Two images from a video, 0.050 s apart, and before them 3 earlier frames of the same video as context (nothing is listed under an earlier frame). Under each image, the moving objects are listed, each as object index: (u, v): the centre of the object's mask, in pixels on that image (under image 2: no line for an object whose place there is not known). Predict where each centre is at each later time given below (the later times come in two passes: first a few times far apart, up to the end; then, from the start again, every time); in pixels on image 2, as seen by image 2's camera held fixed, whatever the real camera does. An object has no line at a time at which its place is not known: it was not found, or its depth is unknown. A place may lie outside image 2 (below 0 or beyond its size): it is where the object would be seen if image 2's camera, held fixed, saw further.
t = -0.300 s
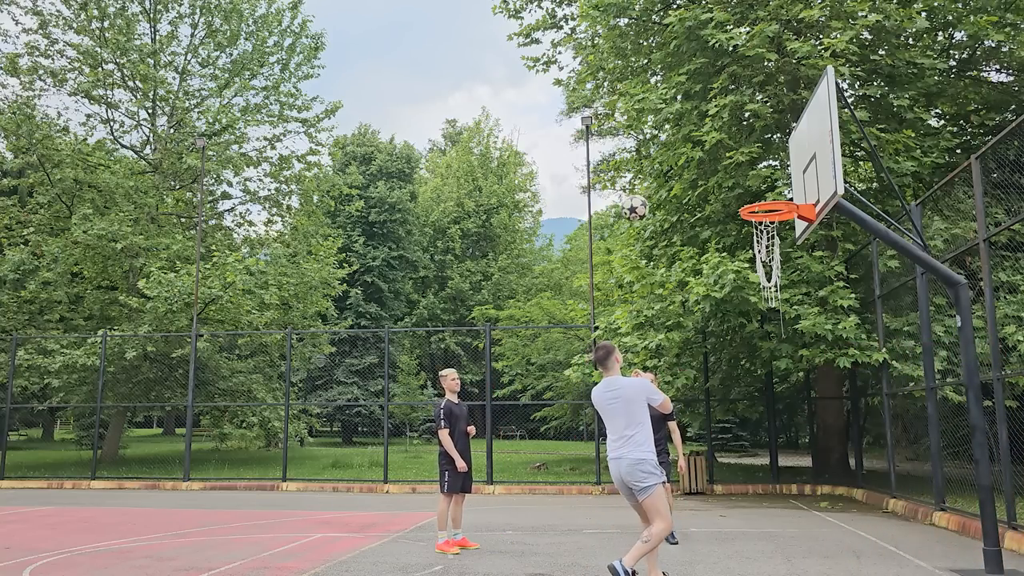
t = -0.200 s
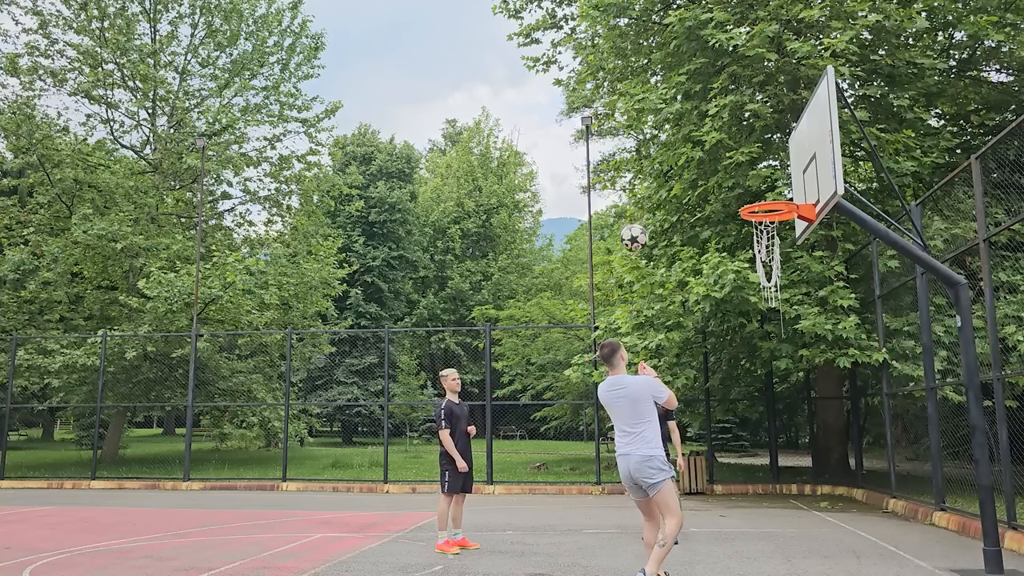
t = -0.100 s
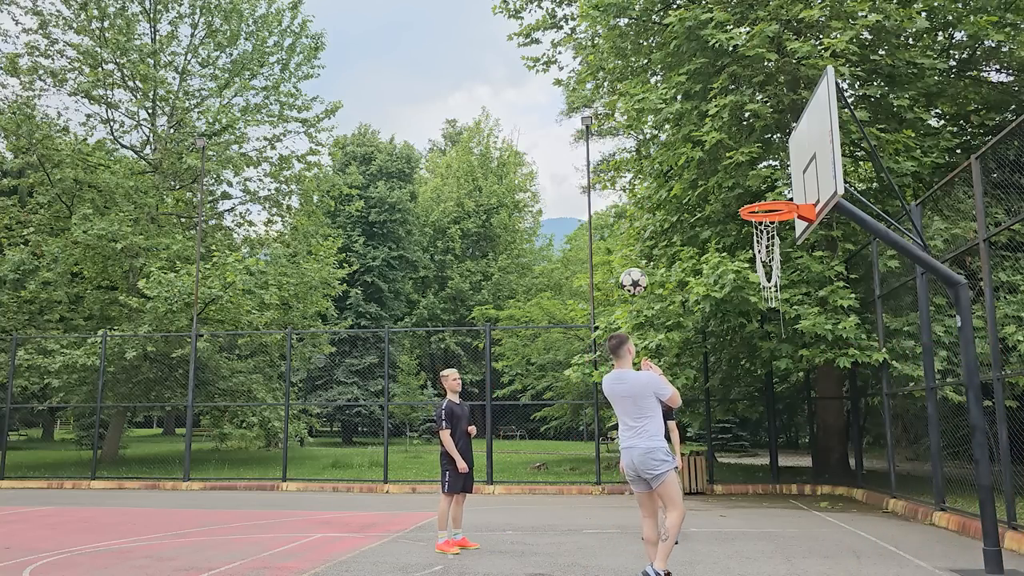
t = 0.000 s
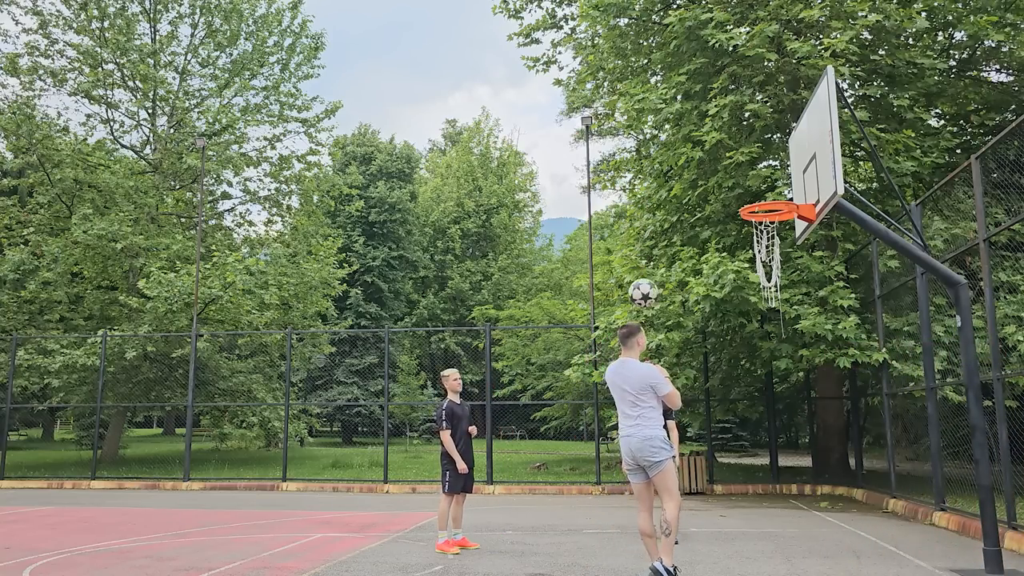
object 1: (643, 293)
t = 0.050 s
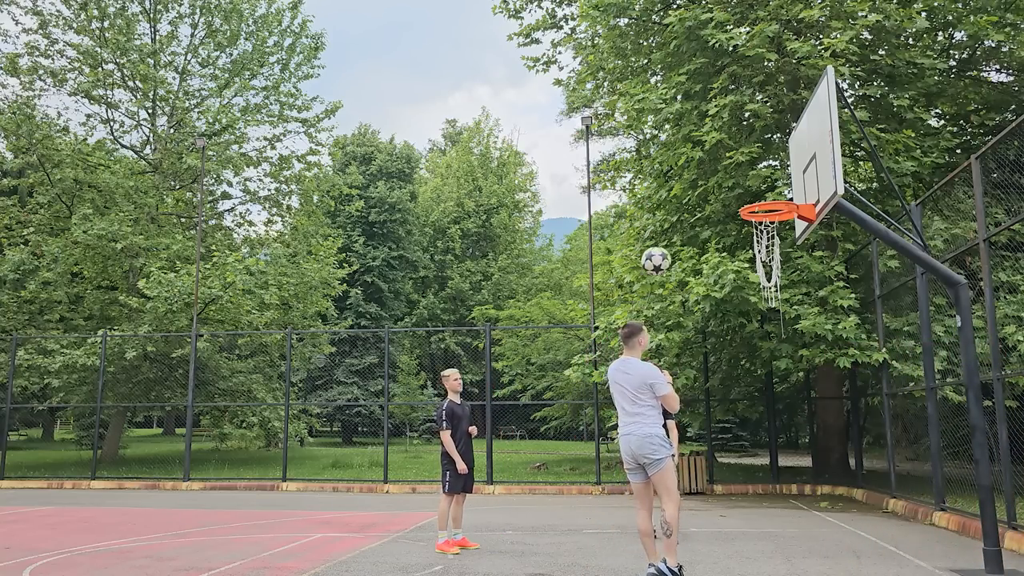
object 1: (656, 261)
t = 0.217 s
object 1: (699, 179)
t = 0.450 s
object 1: (761, 125)
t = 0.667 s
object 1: (823, 135)
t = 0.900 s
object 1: (898, 214)
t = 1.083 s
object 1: (964, 331)
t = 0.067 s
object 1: (660, 251)
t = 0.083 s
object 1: (664, 242)
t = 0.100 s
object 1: (669, 232)
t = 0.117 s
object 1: (673, 223)
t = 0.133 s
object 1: (677, 215)
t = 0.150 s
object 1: (682, 208)
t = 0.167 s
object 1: (686, 200)
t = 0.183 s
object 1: (690, 192)
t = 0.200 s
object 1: (694, 186)
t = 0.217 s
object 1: (699, 179)
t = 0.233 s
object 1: (704, 173)
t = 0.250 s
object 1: (707, 167)
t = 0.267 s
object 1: (712, 162)
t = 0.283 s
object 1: (716, 157)
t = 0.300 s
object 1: (720, 152)
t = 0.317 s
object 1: (725, 148)
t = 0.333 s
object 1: (729, 143)
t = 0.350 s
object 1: (734, 140)
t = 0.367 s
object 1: (738, 136)
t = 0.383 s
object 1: (743, 133)
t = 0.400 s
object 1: (747, 131)
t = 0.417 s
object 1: (752, 128)
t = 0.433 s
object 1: (756, 127)
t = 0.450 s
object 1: (761, 125)
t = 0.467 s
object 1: (765, 123)
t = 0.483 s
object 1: (770, 123)
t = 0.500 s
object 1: (775, 122)
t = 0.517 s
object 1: (780, 122)
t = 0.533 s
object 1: (784, 122)
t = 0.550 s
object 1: (789, 122)
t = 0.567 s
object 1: (793, 123)
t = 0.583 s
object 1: (798, 124)
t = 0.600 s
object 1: (803, 126)
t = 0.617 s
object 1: (808, 128)
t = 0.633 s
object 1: (813, 130)
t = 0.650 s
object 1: (818, 133)
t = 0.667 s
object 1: (823, 135)
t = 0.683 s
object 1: (829, 139)
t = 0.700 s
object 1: (833, 142)
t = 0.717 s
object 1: (839, 146)
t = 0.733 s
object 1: (844, 150)
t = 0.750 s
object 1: (850, 155)
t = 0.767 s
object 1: (855, 159)
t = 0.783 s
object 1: (859, 165)
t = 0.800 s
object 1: (865, 171)
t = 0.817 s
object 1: (870, 177)
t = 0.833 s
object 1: (876, 184)
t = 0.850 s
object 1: (881, 191)
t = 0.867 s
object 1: (886, 198)
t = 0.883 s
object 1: (892, 206)
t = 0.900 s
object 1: (898, 214)
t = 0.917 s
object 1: (904, 222)
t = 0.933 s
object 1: (909, 231)
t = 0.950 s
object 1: (915, 241)
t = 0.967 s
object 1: (921, 251)
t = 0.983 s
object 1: (927, 261)
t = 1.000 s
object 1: (933, 272)
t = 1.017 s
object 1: (939, 282)
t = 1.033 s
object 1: (945, 294)
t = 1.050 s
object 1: (952, 305)
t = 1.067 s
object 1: (958, 318)
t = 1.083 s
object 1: (964, 331)
